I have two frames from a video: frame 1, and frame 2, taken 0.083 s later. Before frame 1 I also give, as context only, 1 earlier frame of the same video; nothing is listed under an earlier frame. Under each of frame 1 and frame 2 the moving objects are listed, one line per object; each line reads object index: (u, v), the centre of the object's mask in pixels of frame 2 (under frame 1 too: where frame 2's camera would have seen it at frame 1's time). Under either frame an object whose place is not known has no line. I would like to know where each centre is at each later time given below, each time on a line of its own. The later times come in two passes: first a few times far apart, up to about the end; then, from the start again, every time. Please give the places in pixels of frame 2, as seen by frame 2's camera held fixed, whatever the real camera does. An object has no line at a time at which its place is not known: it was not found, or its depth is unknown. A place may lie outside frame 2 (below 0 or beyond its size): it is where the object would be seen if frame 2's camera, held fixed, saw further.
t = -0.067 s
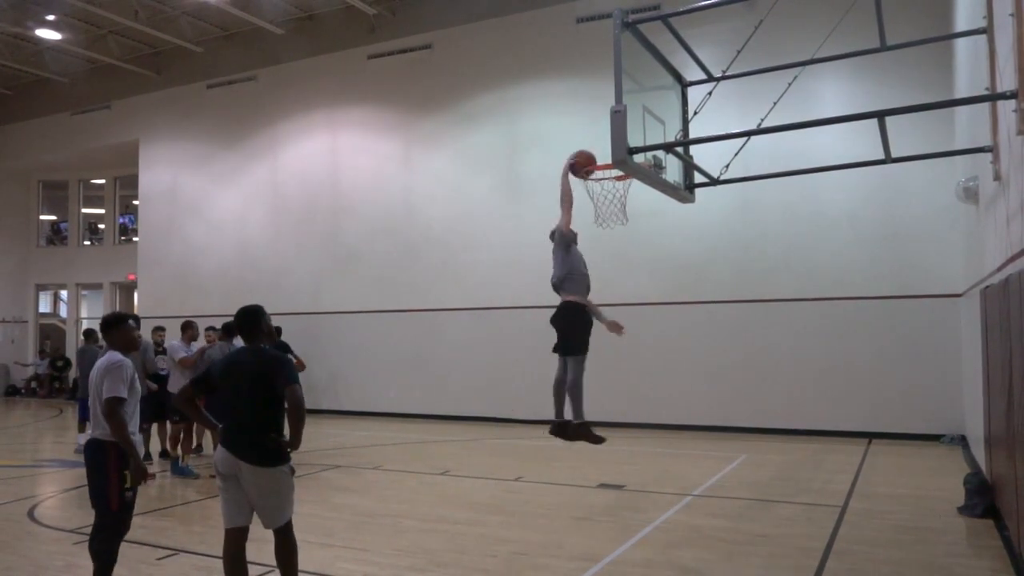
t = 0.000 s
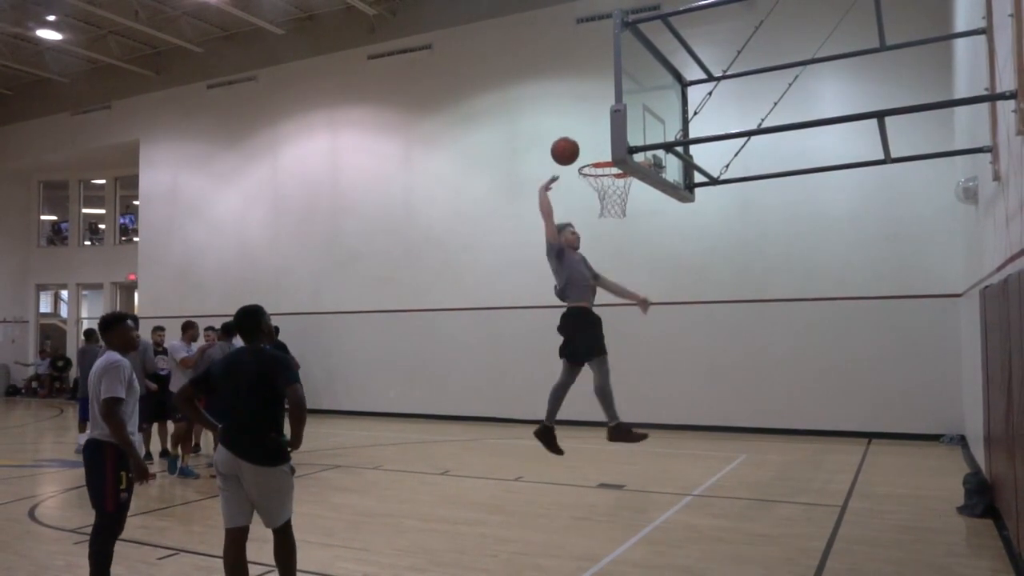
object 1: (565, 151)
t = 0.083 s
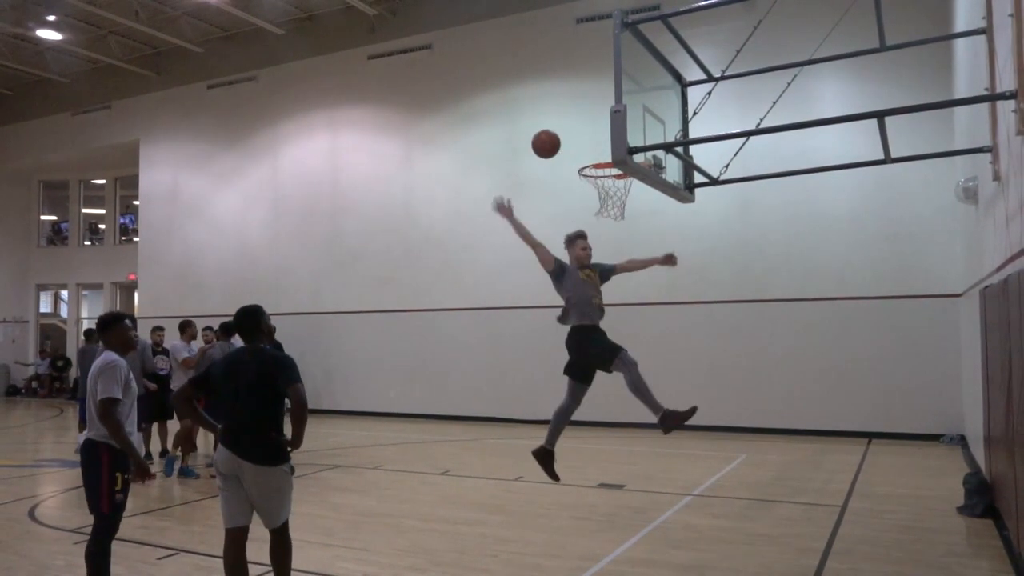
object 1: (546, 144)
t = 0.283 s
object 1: (499, 160)
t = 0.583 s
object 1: (429, 277)
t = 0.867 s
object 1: (363, 502)
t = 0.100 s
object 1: (542, 143)
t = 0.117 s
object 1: (538, 143)
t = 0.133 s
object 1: (534, 144)
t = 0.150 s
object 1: (530, 144)
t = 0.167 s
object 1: (527, 145)
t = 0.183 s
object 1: (523, 146)
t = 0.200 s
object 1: (519, 147)
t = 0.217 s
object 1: (515, 149)
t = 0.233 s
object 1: (511, 151)
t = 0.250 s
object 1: (507, 154)
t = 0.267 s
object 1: (503, 157)
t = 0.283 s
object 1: (499, 160)
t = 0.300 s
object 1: (495, 163)
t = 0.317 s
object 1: (492, 167)
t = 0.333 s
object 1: (488, 171)
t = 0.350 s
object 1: (484, 176)
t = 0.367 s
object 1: (480, 181)
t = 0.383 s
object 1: (476, 186)
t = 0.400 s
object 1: (472, 192)
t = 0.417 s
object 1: (468, 198)
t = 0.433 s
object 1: (464, 204)
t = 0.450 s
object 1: (460, 211)
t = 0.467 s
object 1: (456, 217)
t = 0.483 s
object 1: (452, 225)
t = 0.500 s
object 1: (448, 233)
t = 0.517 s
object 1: (445, 241)
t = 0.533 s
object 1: (440, 249)
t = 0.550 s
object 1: (437, 258)
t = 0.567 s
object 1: (433, 267)
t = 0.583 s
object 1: (429, 277)
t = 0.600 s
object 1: (425, 288)
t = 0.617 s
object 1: (421, 298)
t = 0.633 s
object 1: (417, 309)
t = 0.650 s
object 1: (413, 320)
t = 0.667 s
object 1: (409, 332)
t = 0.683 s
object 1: (405, 344)
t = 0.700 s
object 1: (401, 356)
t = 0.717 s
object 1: (397, 369)
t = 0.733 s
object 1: (393, 383)
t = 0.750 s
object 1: (389, 396)
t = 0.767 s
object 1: (385, 410)
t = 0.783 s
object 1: (382, 424)
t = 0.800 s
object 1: (378, 439)
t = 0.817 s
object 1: (373, 454)
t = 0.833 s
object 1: (370, 470)
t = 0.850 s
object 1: (366, 486)
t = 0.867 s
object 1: (363, 502)
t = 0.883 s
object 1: (359, 519)
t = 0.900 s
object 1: (355, 536)
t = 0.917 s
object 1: (349, 534)
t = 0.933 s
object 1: (343, 521)
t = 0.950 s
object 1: (337, 509)
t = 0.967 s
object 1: (331, 497)
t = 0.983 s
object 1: (324, 485)
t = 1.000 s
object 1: (318, 475)
